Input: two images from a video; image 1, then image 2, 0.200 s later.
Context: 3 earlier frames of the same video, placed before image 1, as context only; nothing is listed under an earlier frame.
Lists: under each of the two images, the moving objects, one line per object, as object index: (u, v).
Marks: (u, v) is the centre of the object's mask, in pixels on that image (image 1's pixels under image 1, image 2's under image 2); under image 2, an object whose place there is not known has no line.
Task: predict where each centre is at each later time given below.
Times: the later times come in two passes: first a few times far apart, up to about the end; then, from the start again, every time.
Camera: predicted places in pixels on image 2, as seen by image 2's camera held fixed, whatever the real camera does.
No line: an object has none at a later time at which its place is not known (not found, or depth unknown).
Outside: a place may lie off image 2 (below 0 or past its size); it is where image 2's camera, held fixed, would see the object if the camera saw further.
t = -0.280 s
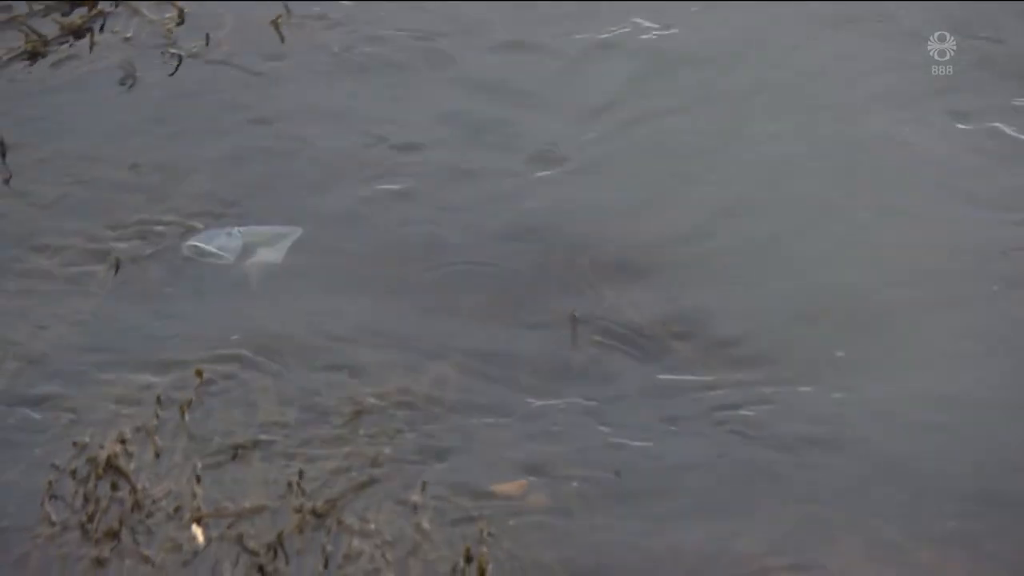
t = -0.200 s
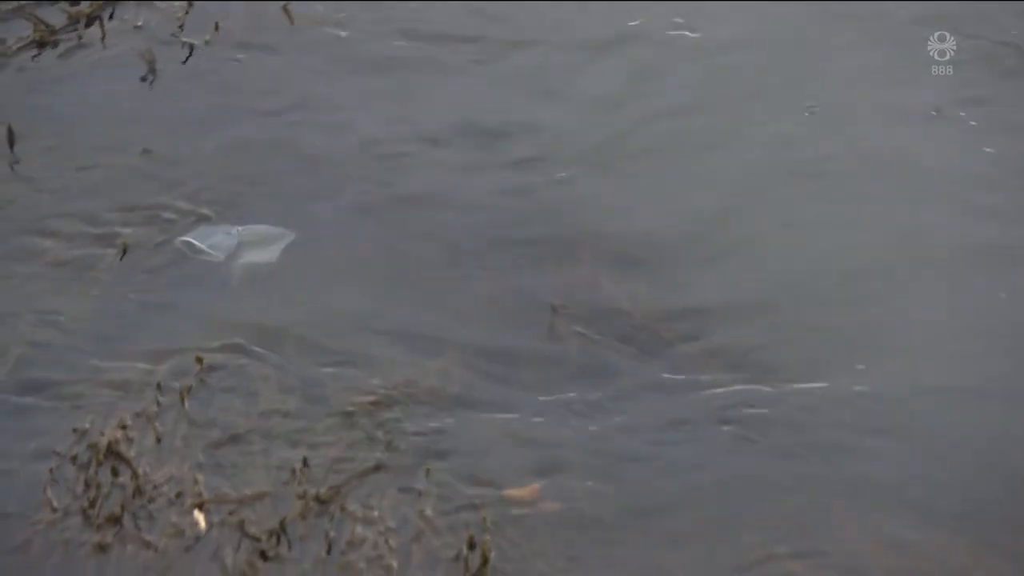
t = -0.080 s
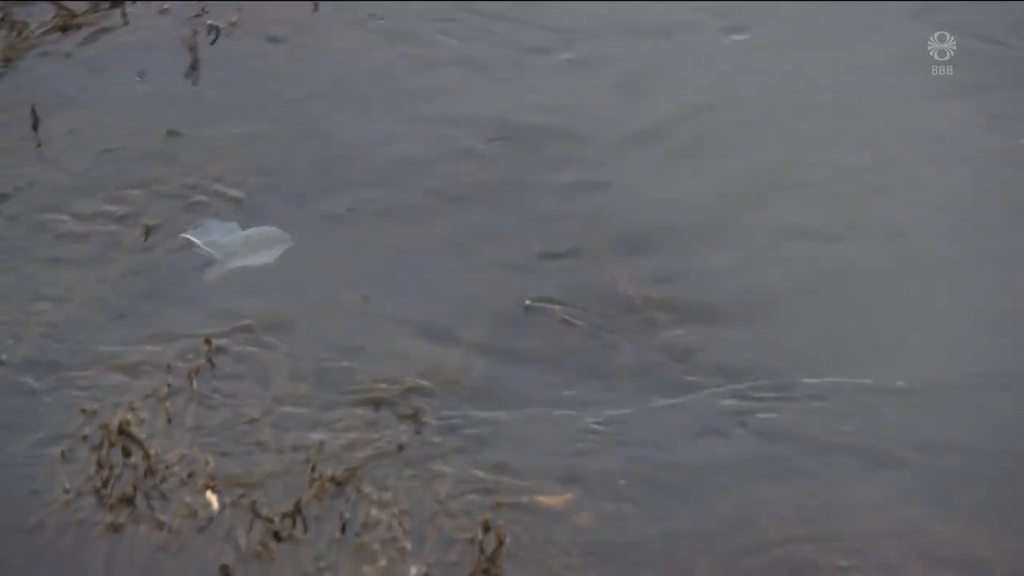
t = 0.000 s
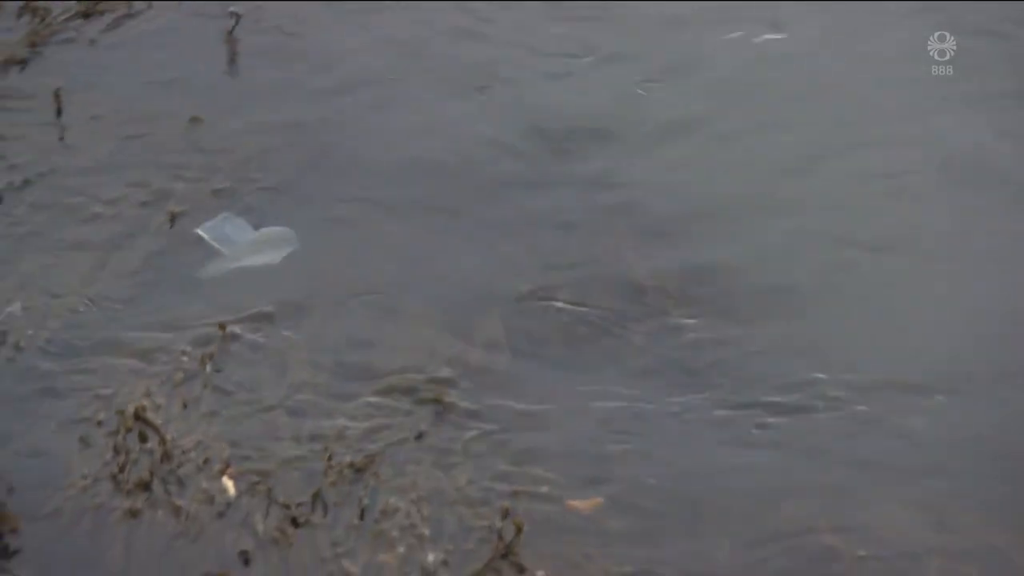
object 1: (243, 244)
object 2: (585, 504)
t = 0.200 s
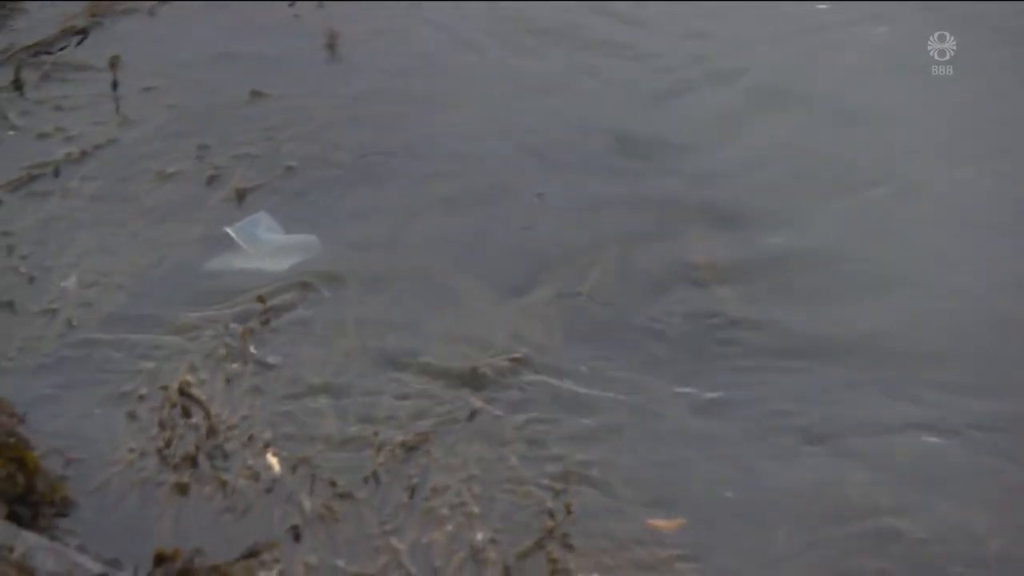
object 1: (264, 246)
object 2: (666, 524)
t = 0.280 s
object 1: (253, 254)
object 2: (679, 539)
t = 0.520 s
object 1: (224, 275)
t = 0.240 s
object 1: (258, 249)
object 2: (673, 532)
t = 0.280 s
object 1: (253, 254)
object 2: (679, 539)
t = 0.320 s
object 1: (247, 257)
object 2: (684, 546)
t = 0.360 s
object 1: (242, 263)
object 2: (689, 553)
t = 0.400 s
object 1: (237, 266)
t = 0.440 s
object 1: (232, 269)
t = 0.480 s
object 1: (229, 272)
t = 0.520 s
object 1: (224, 275)
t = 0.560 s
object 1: (221, 278)
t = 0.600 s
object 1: (217, 281)
